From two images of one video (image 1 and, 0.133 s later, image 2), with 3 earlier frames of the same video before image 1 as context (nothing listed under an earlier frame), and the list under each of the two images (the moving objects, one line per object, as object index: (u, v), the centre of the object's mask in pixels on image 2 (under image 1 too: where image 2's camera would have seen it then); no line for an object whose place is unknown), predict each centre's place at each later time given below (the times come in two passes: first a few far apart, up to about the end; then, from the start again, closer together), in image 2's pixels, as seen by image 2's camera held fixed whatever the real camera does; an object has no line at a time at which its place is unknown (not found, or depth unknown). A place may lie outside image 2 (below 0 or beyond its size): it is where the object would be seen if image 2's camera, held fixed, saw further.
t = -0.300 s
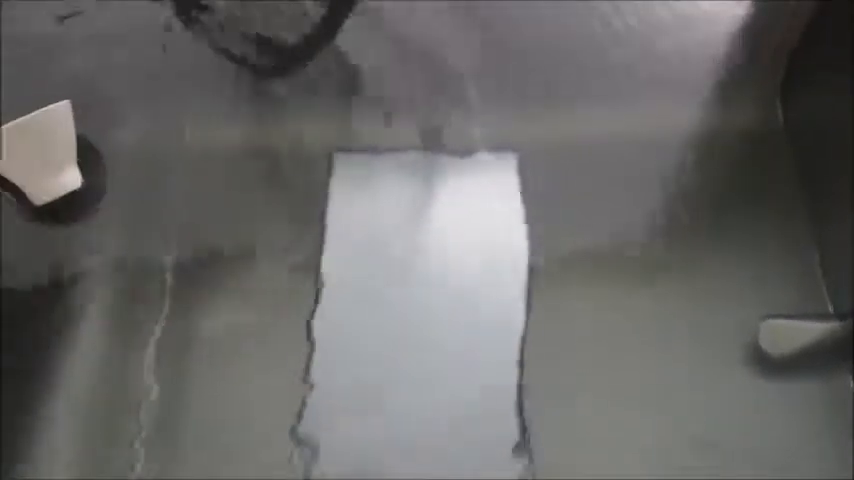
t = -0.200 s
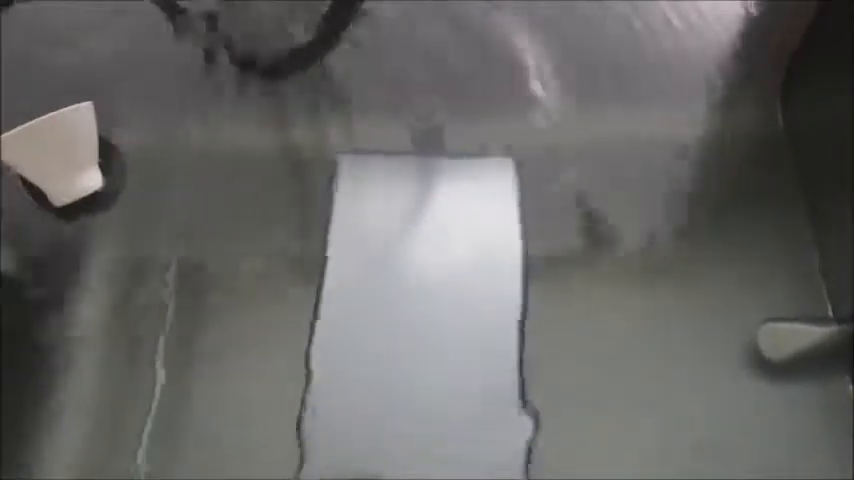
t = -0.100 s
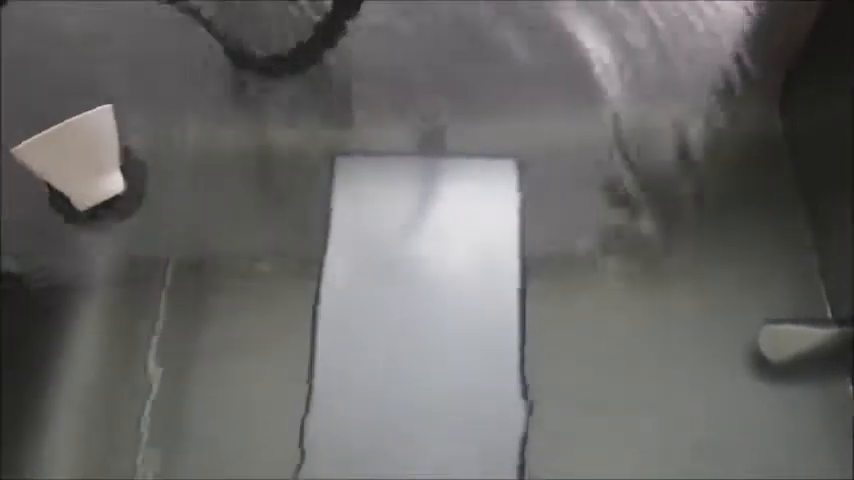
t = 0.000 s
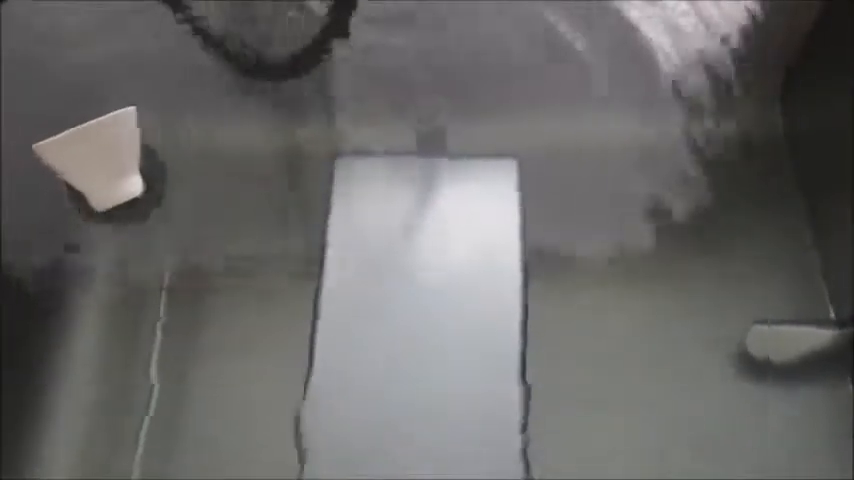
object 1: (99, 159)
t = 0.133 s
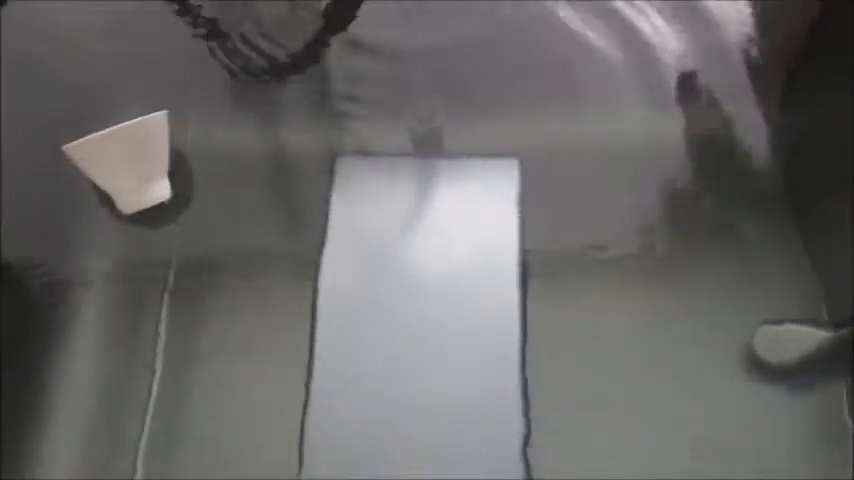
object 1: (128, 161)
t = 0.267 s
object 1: (157, 162)
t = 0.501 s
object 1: (209, 165)
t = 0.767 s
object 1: (267, 171)
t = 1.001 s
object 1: (324, 175)
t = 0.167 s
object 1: (136, 162)
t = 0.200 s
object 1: (143, 162)
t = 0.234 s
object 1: (150, 163)
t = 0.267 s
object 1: (157, 162)
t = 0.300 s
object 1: (164, 162)
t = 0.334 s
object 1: (172, 162)
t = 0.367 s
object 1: (179, 161)
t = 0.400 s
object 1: (186, 161)
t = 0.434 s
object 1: (194, 163)
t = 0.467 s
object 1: (202, 164)
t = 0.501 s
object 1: (209, 165)
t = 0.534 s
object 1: (217, 167)
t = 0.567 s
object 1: (225, 168)
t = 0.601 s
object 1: (232, 169)
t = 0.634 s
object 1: (240, 169)
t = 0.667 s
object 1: (248, 169)
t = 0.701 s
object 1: (254, 169)
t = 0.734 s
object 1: (260, 170)
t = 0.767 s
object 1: (267, 171)
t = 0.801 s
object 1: (274, 173)
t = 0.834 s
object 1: (289, 170)
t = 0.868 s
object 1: (297, 169)
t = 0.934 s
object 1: (311, 172)
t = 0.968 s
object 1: (317, 173)
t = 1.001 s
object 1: (324, 175)
